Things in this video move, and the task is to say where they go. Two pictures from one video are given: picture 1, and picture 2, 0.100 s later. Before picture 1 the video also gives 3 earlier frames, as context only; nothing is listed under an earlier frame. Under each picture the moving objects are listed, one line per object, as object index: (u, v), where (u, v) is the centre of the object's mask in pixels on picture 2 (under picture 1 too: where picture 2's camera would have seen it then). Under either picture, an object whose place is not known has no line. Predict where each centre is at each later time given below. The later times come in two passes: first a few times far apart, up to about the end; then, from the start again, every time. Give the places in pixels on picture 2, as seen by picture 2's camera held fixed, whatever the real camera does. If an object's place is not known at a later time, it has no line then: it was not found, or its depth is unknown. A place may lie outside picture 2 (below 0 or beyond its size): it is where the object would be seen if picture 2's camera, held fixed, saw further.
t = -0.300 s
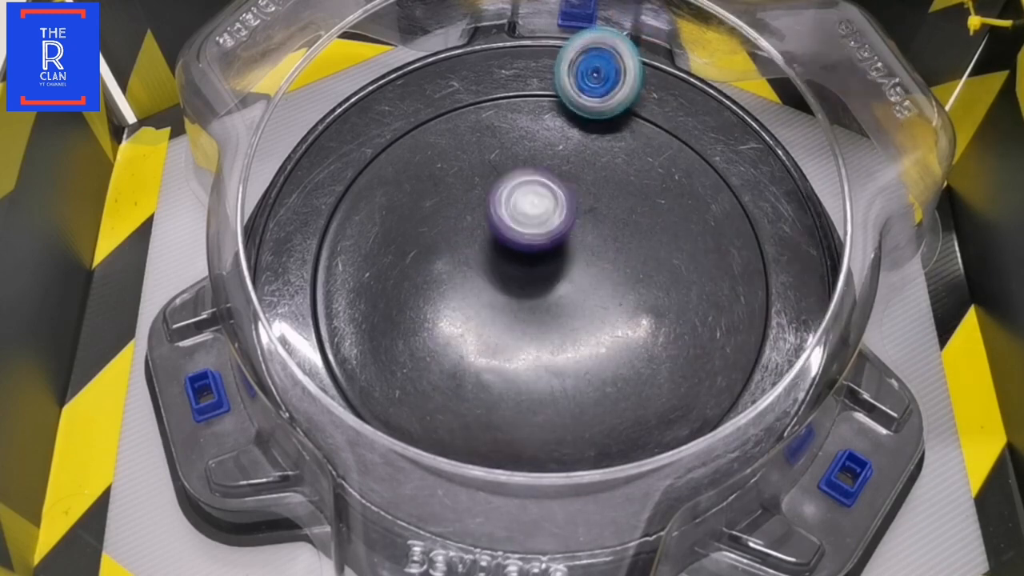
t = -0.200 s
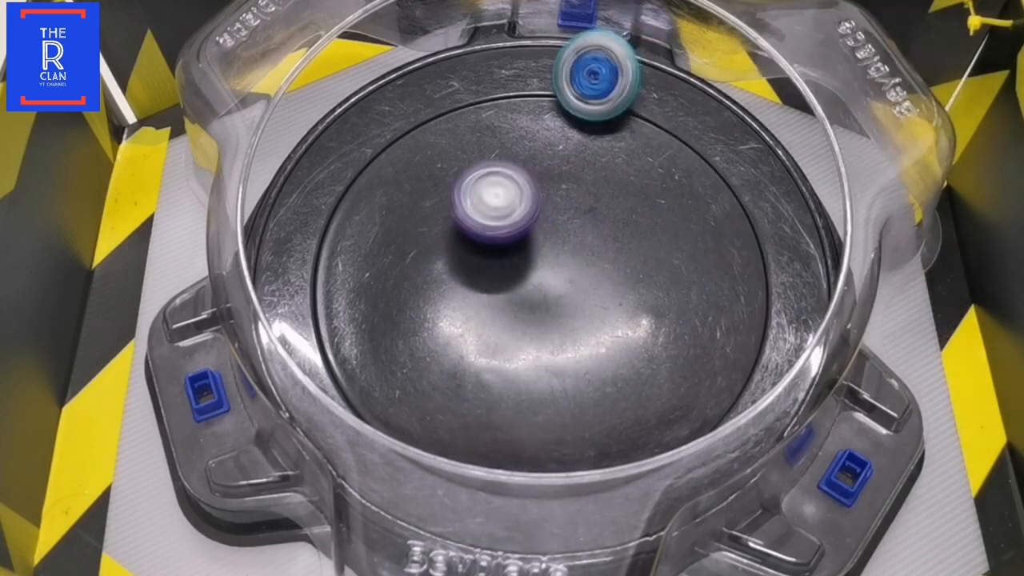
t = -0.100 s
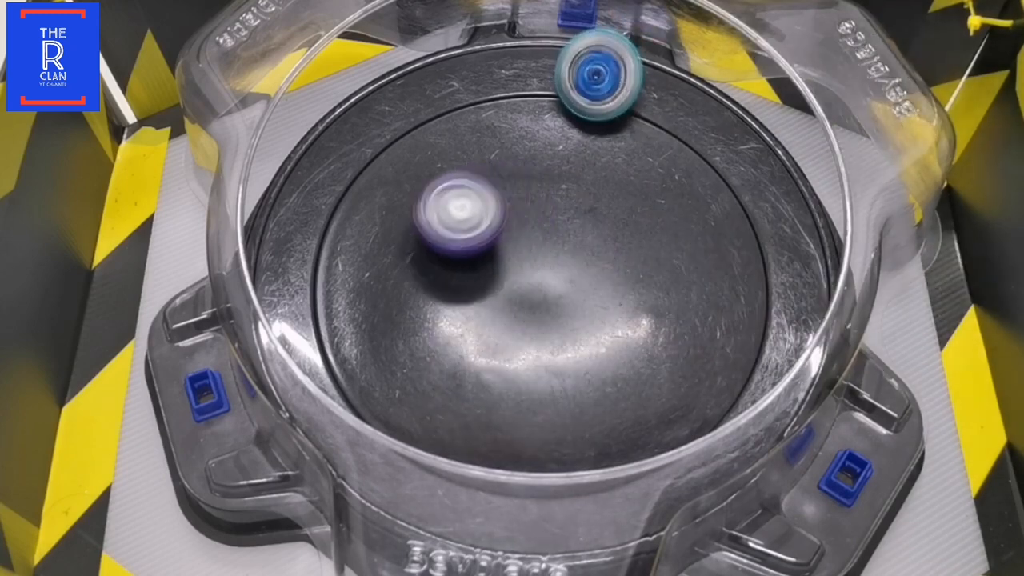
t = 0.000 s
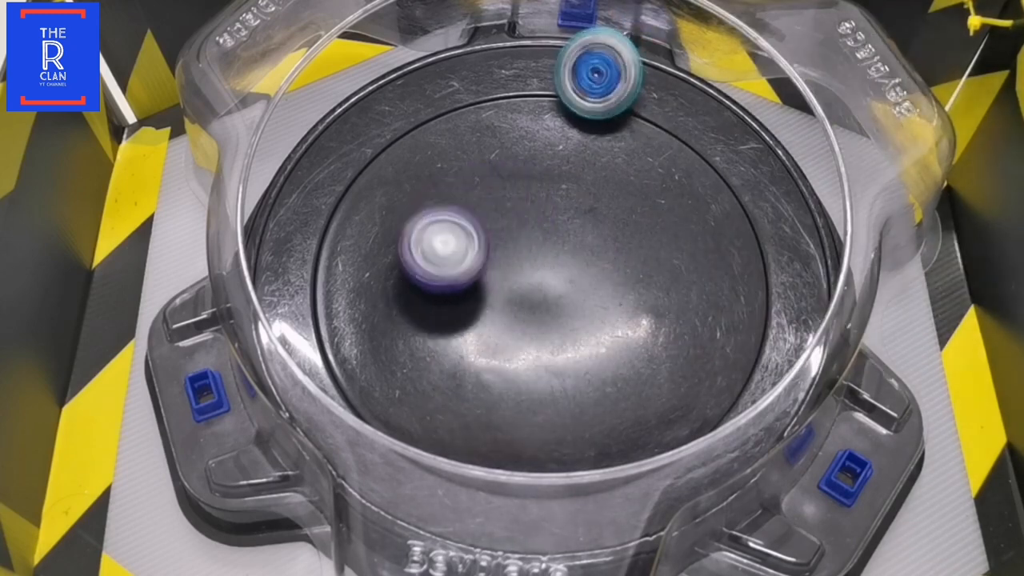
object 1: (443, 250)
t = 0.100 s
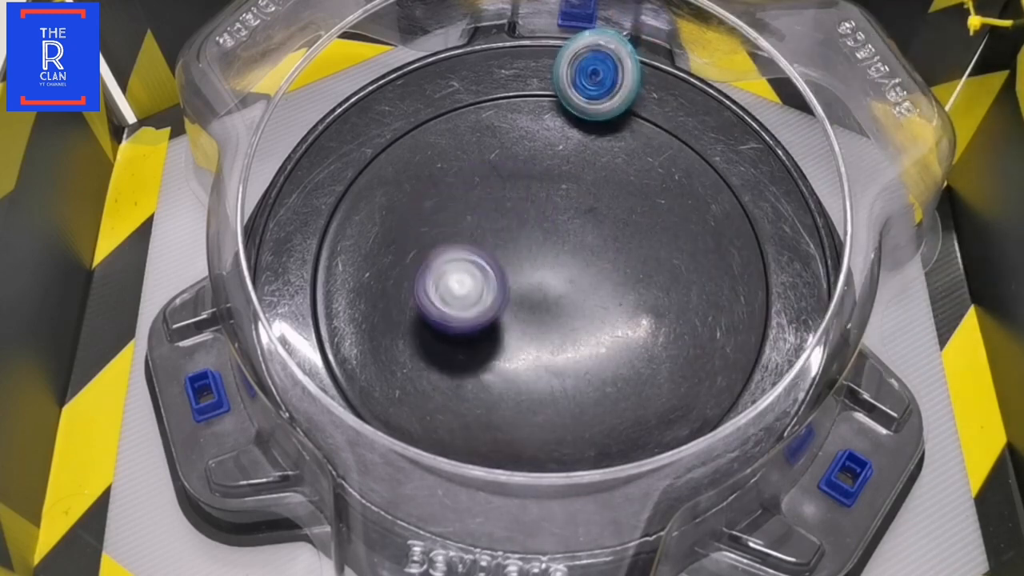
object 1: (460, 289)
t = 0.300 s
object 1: (541, 335)
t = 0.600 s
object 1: (644, 292)
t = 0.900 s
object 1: (557, 227)
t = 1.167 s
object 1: (455, 268)
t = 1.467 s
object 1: (481, 355)
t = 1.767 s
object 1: (587, 299)
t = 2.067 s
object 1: (584, 206)
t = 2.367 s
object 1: (499, 232)
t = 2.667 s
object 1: (508, 336)
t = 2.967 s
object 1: (590, 348)
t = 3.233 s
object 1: (564, 272)
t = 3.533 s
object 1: (478, 232)
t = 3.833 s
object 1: (472, 298)
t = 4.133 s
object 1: (580, 299)
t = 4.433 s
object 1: (612, 243)
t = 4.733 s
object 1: (532, 257)
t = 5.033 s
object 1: (478, 319)
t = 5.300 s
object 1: (528, 354)
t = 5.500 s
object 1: (558, 301)
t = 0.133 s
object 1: (471, 300)
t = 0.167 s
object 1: (484, 310)
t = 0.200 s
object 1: (498, 320)
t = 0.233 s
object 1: (513, 328)
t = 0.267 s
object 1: (527, 333)
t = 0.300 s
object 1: (541, 335)
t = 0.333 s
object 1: (556, 337)
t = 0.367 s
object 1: (570, 337)
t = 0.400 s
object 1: (585, 335)
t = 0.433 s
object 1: (598, 332)
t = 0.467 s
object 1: (611, 328)
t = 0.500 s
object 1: (623, 321)
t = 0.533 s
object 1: (633, 314)
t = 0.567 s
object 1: (640, 304)
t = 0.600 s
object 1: (644, 292)
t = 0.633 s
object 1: (645, 281)
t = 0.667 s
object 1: (643, 269)
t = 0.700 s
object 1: (636, 258)
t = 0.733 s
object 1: (626, 247)
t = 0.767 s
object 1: (614, 238)
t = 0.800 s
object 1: (601, 232)
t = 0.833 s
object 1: (586, 229)
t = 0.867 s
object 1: (571, 227)
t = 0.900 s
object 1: (557, 227)
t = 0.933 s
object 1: (542, 230)
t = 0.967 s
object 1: (528, 233)
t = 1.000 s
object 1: (514, 236)
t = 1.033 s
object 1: (500, 242)
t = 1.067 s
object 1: (487, 247)
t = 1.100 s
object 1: (474, 253)
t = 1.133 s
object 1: (464, 261)
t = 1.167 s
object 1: (455, 268)
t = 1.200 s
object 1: (449, 277)
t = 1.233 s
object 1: (445, 286)
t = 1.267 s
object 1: (443, 296)
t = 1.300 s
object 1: (443, 307)
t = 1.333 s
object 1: (444, 318)
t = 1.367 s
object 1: (449, 329)
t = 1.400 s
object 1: (456, 339)
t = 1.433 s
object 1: (468, 348)
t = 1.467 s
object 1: (481, 355)
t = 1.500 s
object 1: (495, 359)
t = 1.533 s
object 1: (511, 358)
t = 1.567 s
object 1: (525, 355)
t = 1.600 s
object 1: (539, 349)
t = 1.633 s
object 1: (552, 340)
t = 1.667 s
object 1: (563, 330)
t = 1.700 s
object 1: (572, 320)
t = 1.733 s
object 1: (581, 308)
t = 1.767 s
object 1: (587, 299)
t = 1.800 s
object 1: (593, 288)
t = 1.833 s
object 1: (597, 277)
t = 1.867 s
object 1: (601, 265)
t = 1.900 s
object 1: (602, 255)
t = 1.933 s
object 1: (602, 244)
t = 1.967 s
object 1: (600, 233)
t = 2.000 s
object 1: (596, 223)
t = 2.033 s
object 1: (590, 214)
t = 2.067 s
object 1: (584, 206)
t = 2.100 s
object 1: (576, 199)
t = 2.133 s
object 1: (566, 195)
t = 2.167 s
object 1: (555, 193)
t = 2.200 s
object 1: (544, 195)
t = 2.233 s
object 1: (534, 198)
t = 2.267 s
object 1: (523, 204)
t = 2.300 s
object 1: (514, 211)
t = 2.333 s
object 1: (506, 220)
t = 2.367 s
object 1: (499, 232)
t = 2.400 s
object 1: (494, 243)
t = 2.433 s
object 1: (492, 255)
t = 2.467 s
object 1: (490, 268)
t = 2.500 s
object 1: (491, 279)
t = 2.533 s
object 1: (491, 291)
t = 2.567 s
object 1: (494, 302)
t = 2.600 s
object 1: (498, 314)
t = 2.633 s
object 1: (503, 325)
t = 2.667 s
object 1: (508, 336)
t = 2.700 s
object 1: (515, 346)
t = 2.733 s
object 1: (524, 353)
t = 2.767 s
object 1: (534, 359)
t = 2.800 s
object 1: (543, 362)
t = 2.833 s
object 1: (553, 363)
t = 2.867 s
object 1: (564, 363)
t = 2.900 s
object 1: (574, 360)
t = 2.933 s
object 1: (583, 354)
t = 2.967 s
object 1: (590, 348)
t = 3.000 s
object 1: (596, 339)
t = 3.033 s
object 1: (598, 328)
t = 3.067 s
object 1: (597, 317)
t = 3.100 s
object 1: (594, 306)
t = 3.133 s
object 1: (588, 297)
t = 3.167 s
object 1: (581, 287)
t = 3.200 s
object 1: (573, 280)
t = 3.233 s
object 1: (564, 272)
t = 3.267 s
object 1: (556, 266)
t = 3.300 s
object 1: (547, 260)
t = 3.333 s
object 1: (539, 254)
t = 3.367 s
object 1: (531, 248)
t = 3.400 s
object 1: (520, 243)
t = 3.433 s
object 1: (510, 238)
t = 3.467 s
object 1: (500, 235)
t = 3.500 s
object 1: (489, 232)
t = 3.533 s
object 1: (478, 232)
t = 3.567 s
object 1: (467, 235)
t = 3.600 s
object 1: (459, 239)
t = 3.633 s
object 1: (451, 245)
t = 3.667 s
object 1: (447, 253)
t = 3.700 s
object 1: (446, 262)
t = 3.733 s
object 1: (448, 271)
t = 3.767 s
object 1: (452, 281)
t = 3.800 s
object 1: (461, 291)
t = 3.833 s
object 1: (472, 298)
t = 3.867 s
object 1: (484, 304)
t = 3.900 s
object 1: (497, 308)
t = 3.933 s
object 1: (511, 309)
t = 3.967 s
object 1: (524, 311)
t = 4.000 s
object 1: (535, 310)
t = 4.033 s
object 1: (547, 308)
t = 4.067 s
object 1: (558, 305)
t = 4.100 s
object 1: (569, 302)
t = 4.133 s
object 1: (580, 299)
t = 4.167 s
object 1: (590, 296)
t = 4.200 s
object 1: (599, 292)
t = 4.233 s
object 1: (607, 287)
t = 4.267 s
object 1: (614, 280)
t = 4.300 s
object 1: (618, 273)
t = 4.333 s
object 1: (620, 265)
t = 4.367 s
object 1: (620, 258)
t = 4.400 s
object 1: (618, 249)
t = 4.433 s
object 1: (612, 243)
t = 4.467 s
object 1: (605, 237)
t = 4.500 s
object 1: (596, 234)
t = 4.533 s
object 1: (586, 233)
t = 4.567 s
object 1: (577, 234)
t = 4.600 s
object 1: (566, 235)
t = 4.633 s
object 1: (556, 240)
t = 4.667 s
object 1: (548, 244)
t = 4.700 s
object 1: (539, 251)
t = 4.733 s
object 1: (532, 257)
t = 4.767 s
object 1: (525, 261)
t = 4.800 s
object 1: (517, 266)
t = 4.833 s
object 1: (508, 274)
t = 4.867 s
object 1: (501, 279)
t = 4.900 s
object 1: (492, 287)
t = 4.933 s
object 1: (487, 292)
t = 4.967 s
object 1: (482, 301)
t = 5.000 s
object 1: (479, 309)
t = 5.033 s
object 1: (478, 319)
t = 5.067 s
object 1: (478, 326)
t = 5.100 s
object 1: (479, 335)
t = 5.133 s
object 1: (482, 344)
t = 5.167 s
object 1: (490, 352)
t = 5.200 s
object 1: (498, 356)
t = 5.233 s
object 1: (508, 358)
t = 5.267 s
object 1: (518, 357)
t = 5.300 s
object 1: (528, 354)
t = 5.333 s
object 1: (536, 348)
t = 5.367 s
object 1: (543, 339)
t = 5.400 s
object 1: (550, 331)
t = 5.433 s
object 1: (554, 322)
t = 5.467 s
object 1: (558, 311)
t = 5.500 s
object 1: (558, 301)
